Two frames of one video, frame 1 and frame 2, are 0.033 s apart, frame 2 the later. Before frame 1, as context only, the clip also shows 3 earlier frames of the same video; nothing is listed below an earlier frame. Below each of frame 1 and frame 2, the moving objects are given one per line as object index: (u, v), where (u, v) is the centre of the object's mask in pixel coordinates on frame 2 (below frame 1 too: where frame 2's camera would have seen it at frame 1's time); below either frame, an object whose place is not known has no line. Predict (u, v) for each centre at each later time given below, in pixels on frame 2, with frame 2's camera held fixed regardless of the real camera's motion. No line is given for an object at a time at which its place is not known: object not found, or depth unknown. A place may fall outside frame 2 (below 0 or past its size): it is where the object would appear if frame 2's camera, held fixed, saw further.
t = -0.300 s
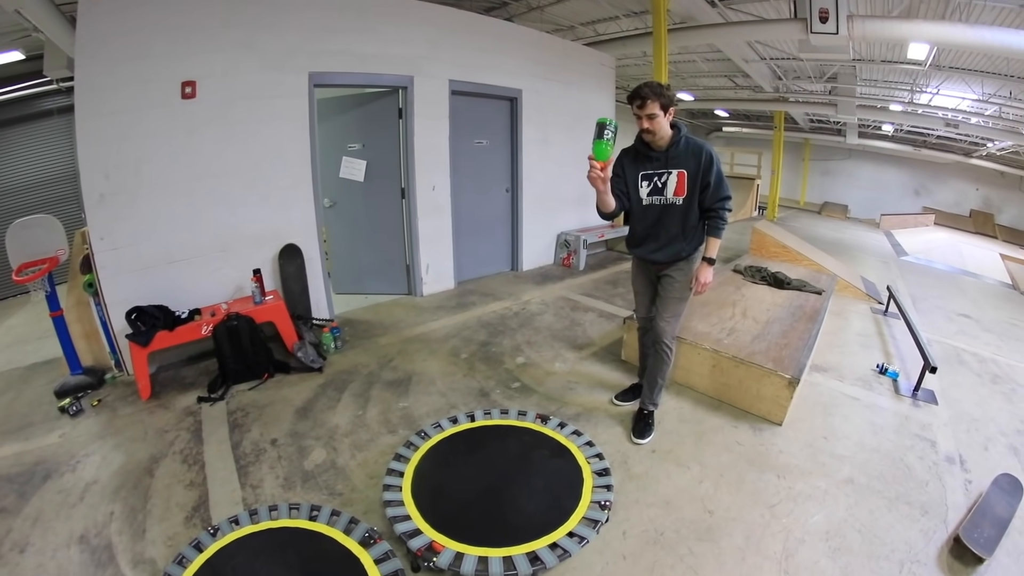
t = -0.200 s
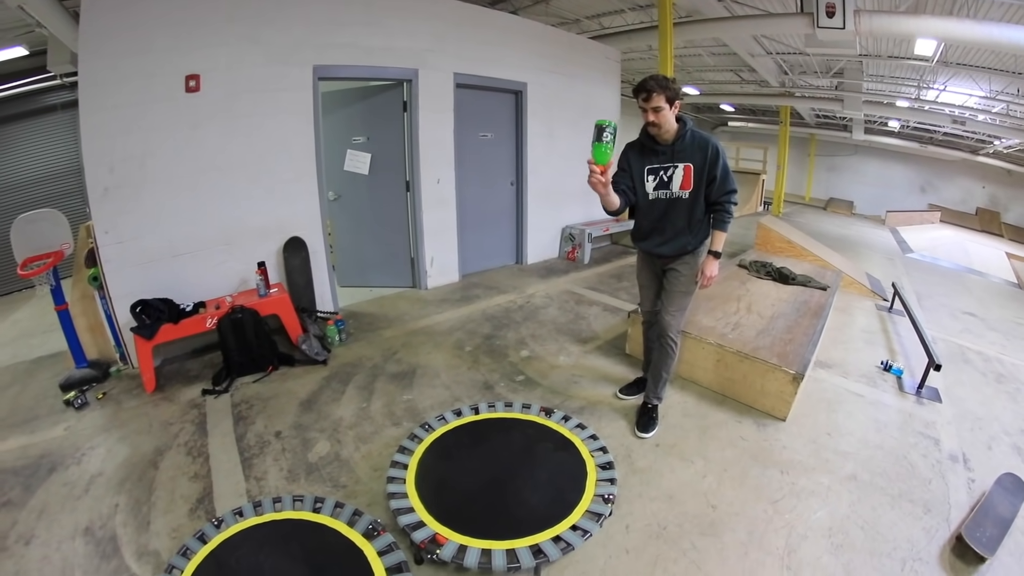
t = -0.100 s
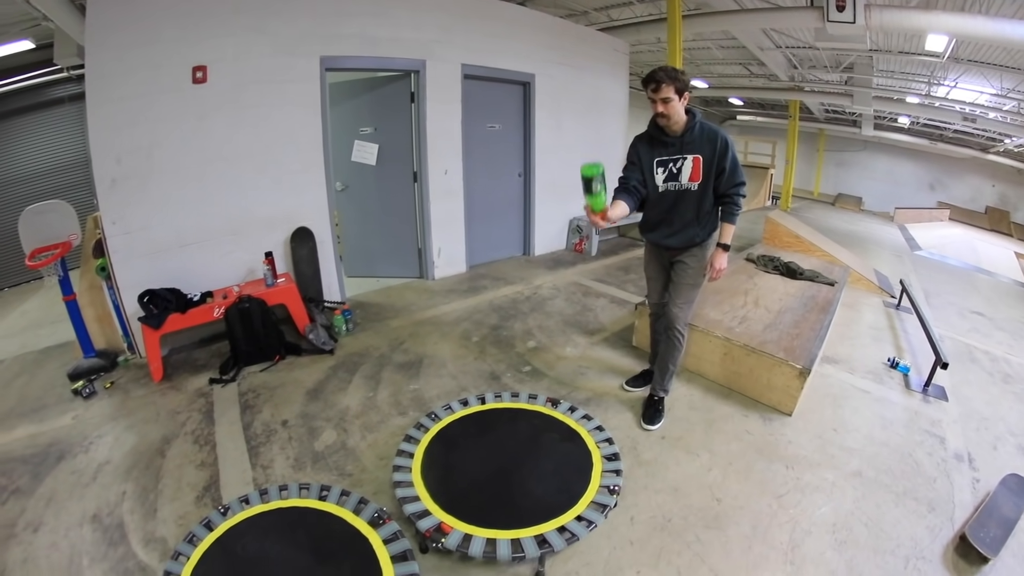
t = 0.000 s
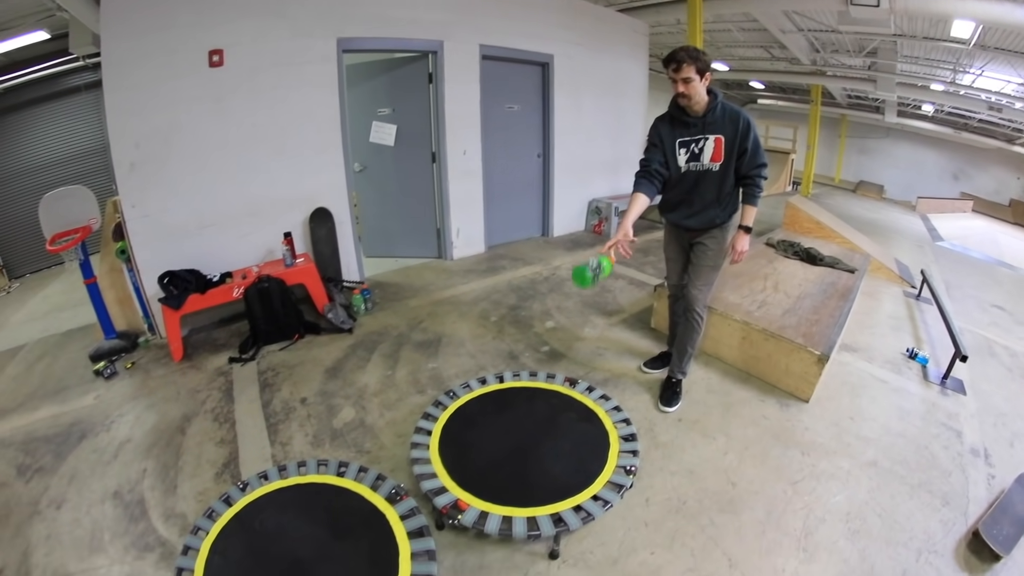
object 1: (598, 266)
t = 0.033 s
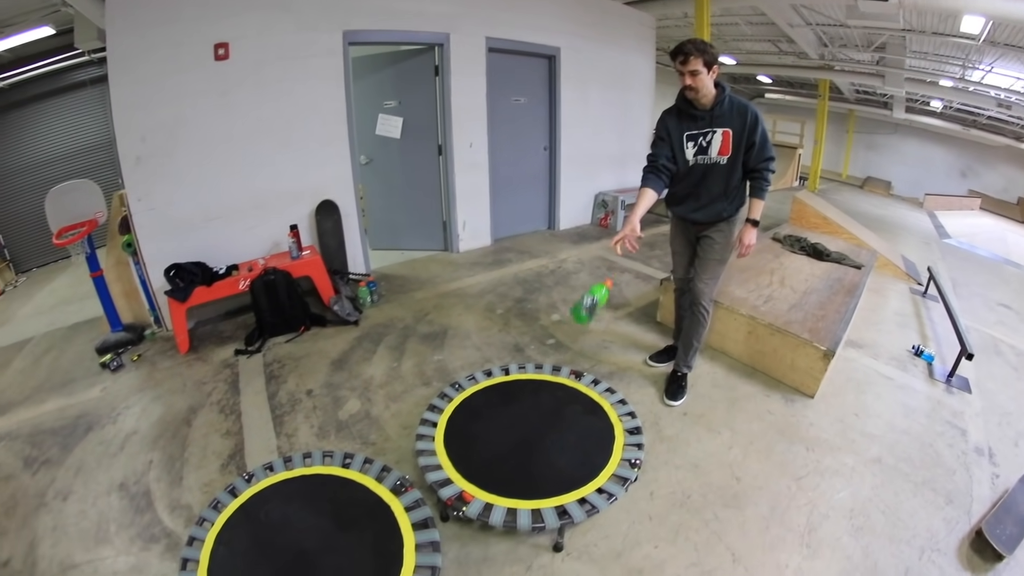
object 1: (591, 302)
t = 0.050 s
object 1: (588, 321)
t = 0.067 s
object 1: (583, 339)
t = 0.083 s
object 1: (579, 359)
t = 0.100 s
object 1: (574, 379)
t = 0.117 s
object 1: (568, 389)
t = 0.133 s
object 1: (564, 385)
